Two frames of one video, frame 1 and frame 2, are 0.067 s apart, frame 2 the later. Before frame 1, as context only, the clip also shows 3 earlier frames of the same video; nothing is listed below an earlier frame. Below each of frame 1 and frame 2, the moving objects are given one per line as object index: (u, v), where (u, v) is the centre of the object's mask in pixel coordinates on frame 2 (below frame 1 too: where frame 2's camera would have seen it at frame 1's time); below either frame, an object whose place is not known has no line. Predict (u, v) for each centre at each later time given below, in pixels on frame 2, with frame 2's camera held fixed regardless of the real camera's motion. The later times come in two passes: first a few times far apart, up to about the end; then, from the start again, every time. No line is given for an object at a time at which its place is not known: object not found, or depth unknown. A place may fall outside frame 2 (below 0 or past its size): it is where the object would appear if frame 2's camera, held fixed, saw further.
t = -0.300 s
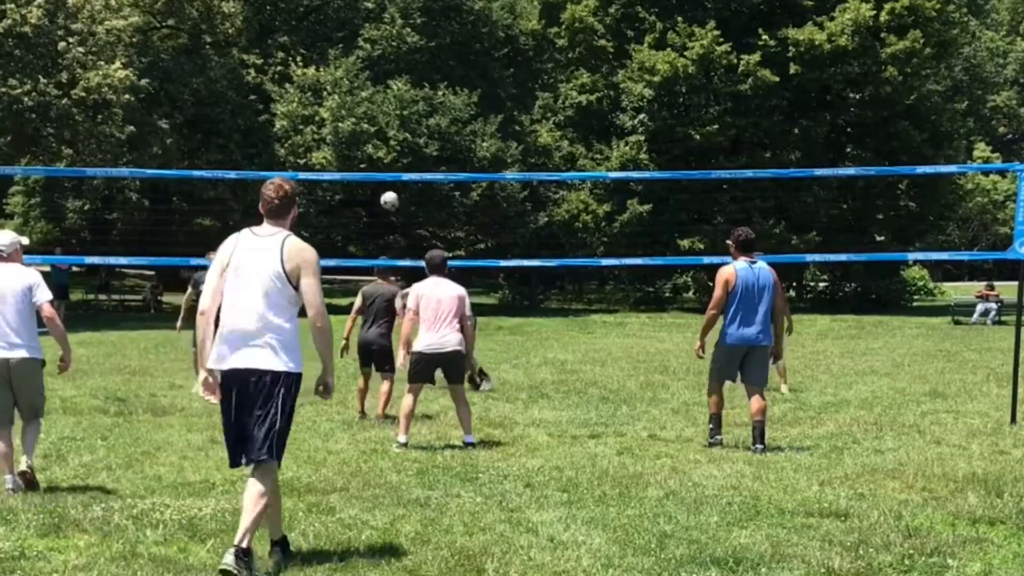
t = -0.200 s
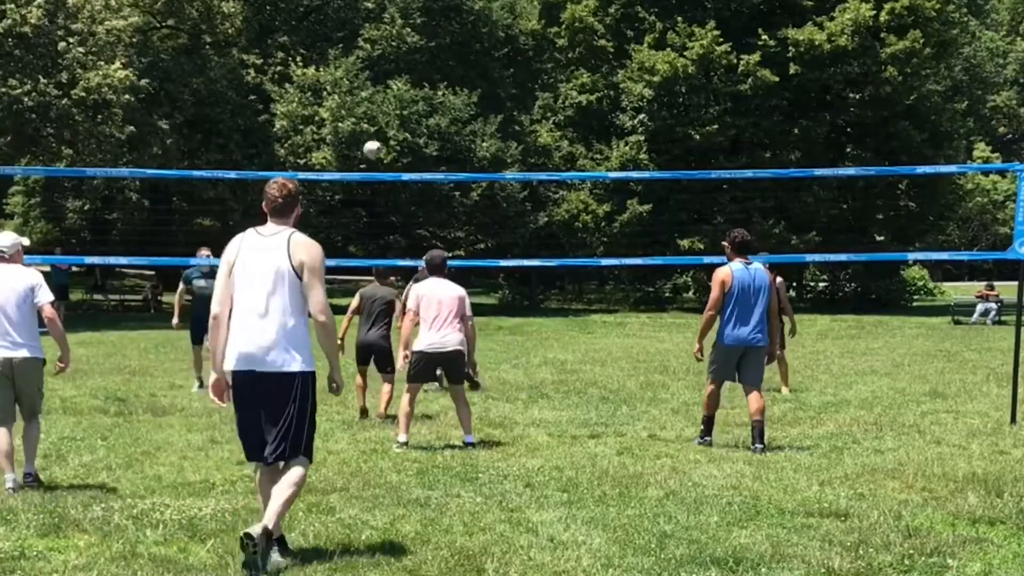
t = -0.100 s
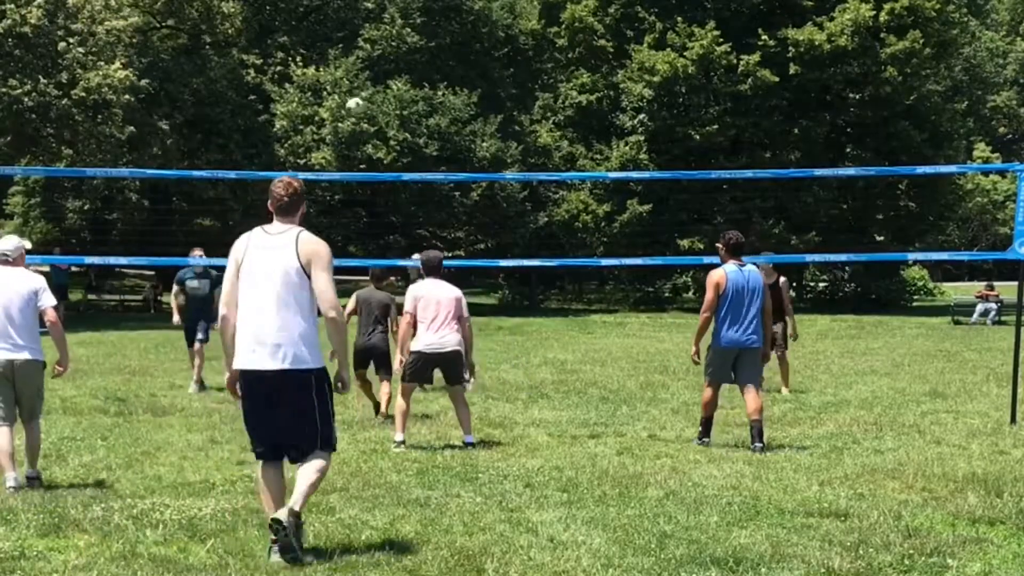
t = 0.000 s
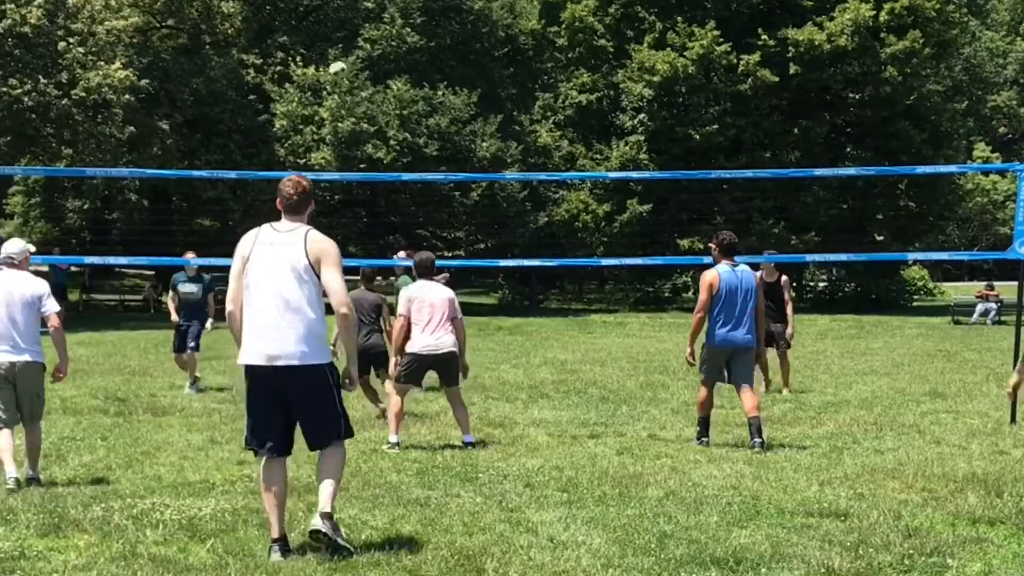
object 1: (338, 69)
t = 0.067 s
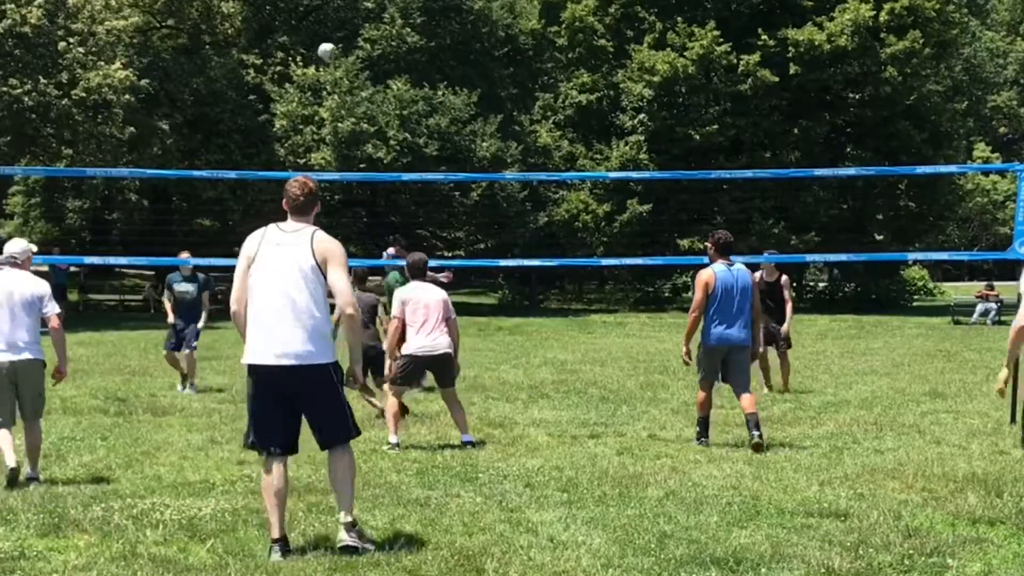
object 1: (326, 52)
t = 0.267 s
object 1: (293, 15)
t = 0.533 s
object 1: (250, 18)
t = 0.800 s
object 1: (208, 80)
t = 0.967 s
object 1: (183, 148)
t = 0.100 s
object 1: (321, 44)
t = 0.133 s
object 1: (316, 36)
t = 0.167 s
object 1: (310, 30)
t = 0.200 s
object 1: (304, 24)
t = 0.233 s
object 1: (299, 19)
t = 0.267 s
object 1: (293, 15)
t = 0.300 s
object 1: (288, 13)
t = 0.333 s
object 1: (283, 10)
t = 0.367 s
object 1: (277, 10)
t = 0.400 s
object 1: (271, 10)
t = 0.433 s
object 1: (266, 11)
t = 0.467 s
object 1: (261, 13)
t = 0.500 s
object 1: (255, 15)
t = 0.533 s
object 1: (250, 18)
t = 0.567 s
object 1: (245, 23)
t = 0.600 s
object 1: (240, 29)
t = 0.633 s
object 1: (235, 35)
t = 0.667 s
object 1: (229, 42)
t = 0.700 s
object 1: (224, 50)
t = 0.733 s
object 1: (219, 59)
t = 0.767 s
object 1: (213, 69)
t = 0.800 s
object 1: (208, 80)
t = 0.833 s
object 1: (204, 92)
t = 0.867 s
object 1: (198, 105)
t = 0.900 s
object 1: (193, 119)
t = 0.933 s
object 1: (188, 133)
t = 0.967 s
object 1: (183, 148)
